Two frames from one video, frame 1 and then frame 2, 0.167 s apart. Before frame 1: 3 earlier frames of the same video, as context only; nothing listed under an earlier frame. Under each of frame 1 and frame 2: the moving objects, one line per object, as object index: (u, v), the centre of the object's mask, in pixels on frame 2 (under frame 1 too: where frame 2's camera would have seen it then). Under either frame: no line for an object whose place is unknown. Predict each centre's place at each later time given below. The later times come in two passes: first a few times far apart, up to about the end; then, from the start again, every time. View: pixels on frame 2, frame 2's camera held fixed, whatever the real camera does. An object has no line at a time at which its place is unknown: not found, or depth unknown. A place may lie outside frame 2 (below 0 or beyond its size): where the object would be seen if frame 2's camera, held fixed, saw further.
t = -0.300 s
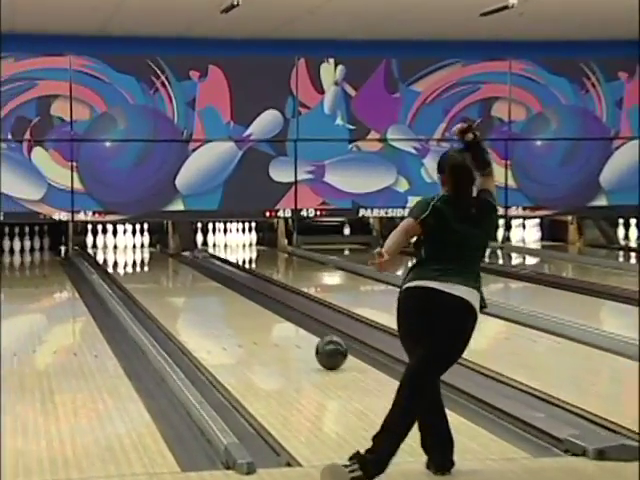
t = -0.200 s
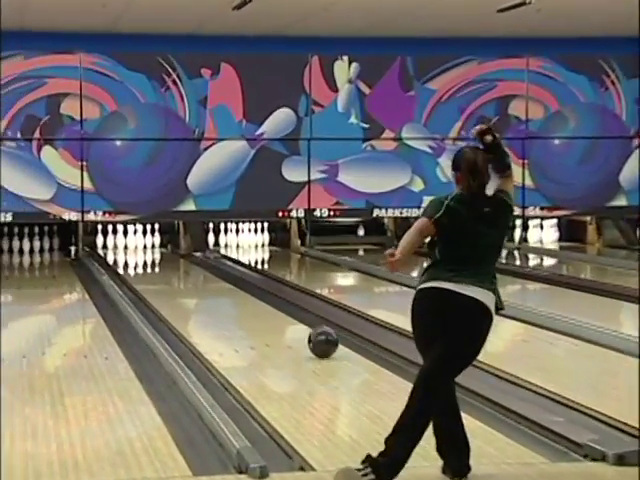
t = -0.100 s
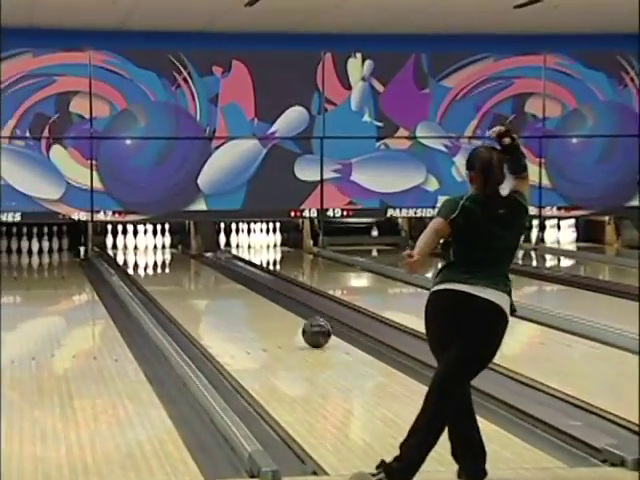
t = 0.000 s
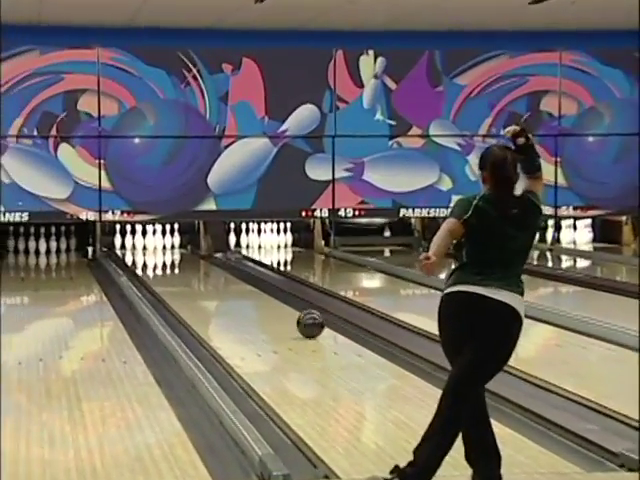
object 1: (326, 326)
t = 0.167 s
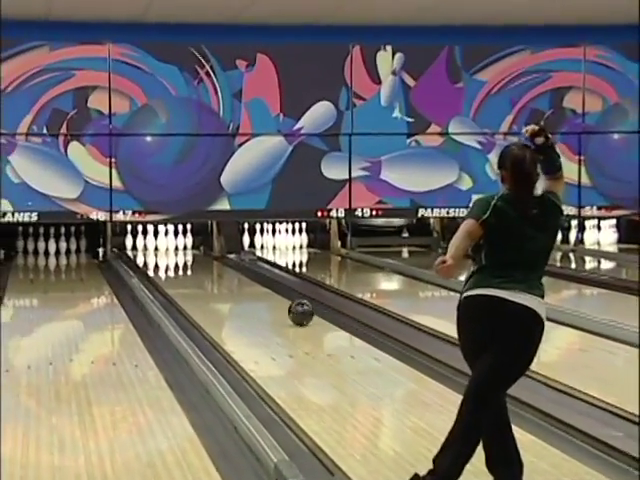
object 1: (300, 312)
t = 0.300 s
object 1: (283, 302)
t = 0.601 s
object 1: (251, 285)
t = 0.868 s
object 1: (229, 274)
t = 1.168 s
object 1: (207, 261)
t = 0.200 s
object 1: (296, 309)
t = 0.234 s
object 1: (292, 307)
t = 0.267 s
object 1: (287, 304)
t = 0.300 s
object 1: (283, 302)
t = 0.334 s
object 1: (279, 299)
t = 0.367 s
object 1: (275, 297)
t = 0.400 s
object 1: (271, 296)
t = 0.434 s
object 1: (268, 294)
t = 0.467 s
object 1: (264, 292)
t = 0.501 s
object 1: (261, 290)
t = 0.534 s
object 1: (257, 289)
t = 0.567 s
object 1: (254, 286)
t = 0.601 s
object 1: (251, 285)
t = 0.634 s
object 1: (248, 282)
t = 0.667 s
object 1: (245, 281)
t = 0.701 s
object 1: (242, 280)
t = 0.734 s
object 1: (240, 278)
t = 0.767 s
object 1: (237, 277)
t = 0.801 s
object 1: (234, 276)
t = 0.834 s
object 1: (231, 275)
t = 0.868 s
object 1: (229, 274)
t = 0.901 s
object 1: (226, 272)
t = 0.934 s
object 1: (223, 270)
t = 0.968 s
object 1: (221, 269)
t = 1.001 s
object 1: (219, 268)
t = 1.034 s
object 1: (216, 266)
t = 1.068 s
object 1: (213, 264)
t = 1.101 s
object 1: (211, 264)
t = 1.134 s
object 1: (209, 262)
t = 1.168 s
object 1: (207, 261)
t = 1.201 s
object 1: (204, 261)
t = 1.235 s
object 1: (201, 260)
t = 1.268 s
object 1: (198, 258)
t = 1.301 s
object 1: (197, 256)
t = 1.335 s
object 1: (195, 255)
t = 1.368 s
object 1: (193, 254)
